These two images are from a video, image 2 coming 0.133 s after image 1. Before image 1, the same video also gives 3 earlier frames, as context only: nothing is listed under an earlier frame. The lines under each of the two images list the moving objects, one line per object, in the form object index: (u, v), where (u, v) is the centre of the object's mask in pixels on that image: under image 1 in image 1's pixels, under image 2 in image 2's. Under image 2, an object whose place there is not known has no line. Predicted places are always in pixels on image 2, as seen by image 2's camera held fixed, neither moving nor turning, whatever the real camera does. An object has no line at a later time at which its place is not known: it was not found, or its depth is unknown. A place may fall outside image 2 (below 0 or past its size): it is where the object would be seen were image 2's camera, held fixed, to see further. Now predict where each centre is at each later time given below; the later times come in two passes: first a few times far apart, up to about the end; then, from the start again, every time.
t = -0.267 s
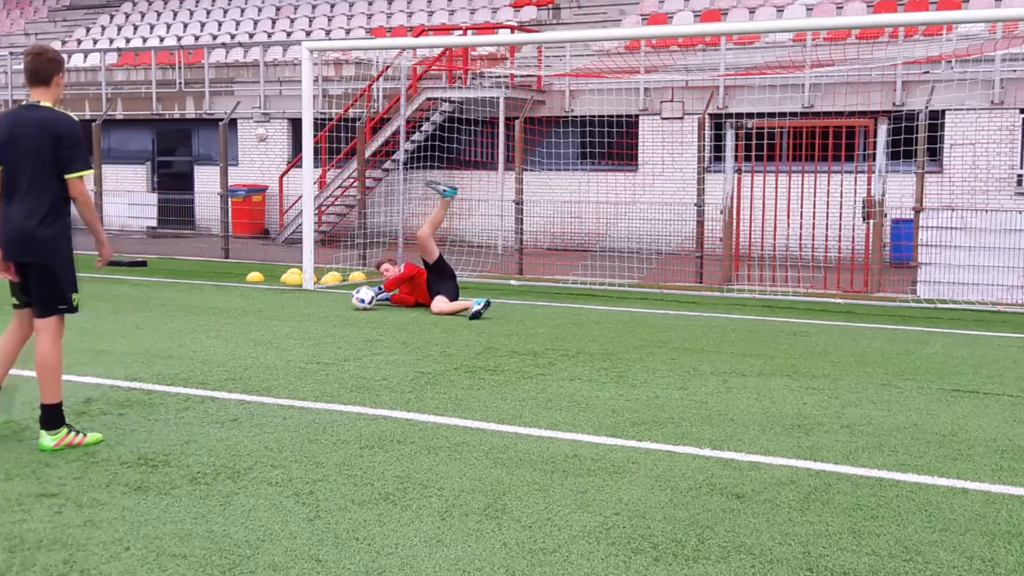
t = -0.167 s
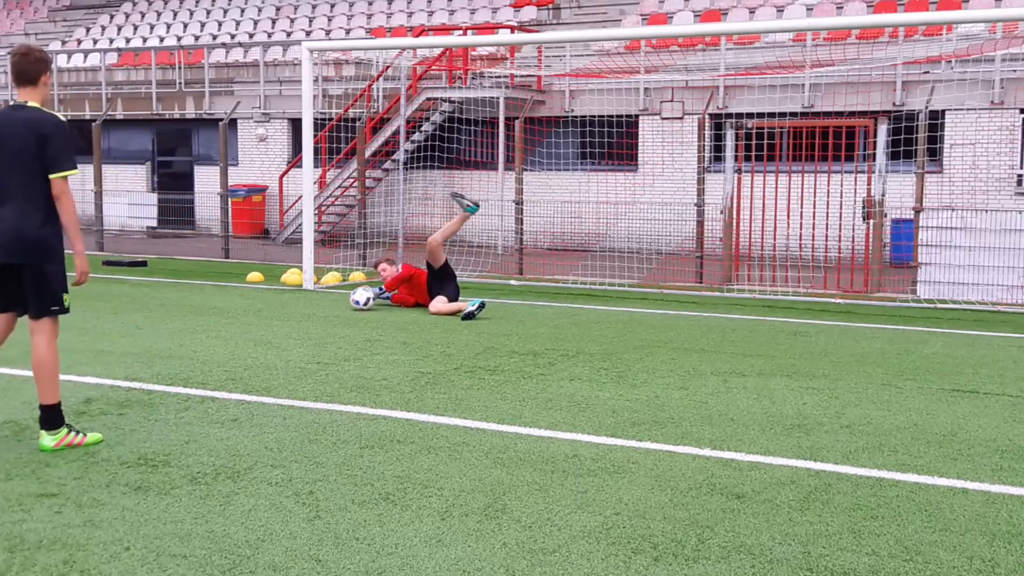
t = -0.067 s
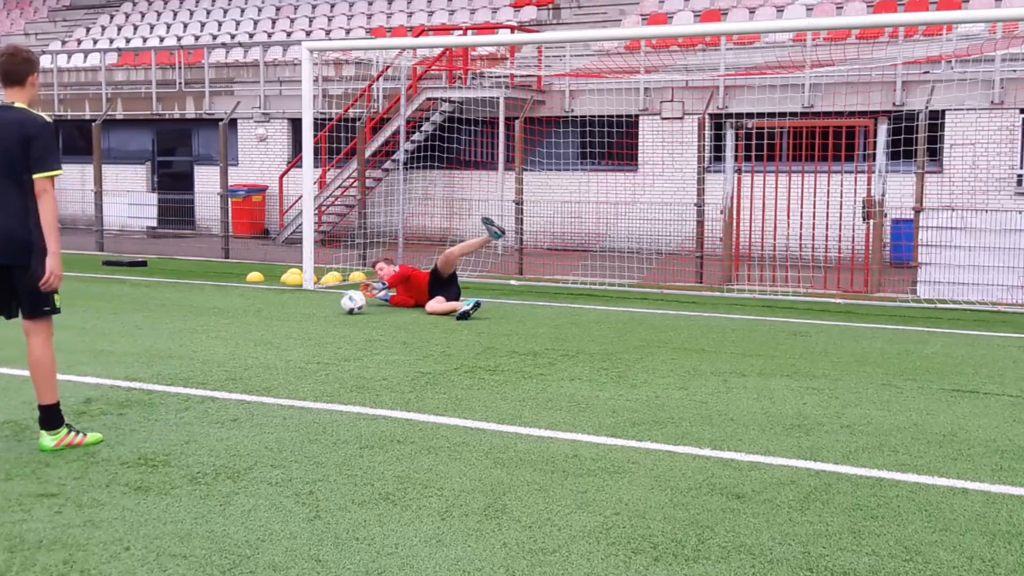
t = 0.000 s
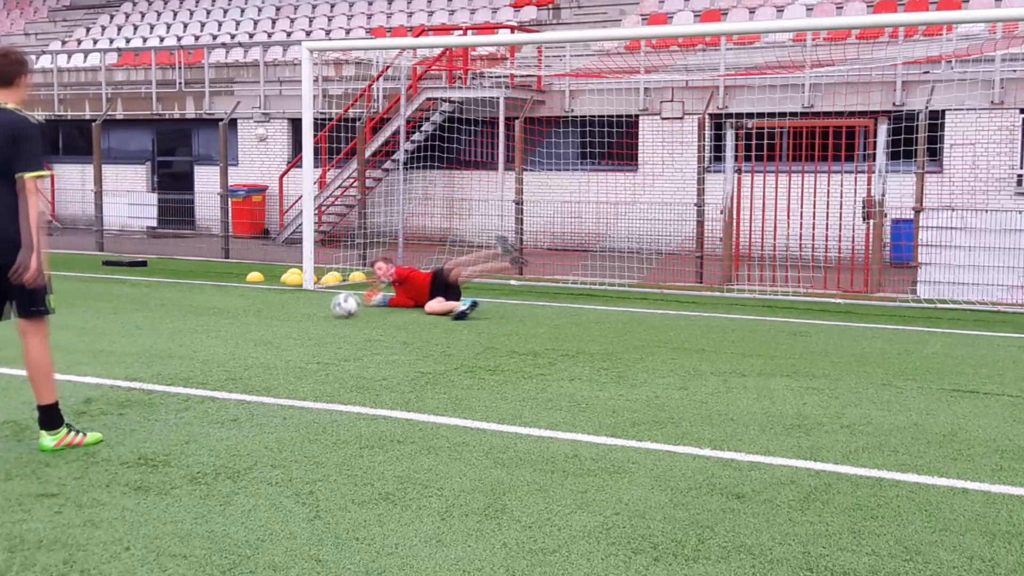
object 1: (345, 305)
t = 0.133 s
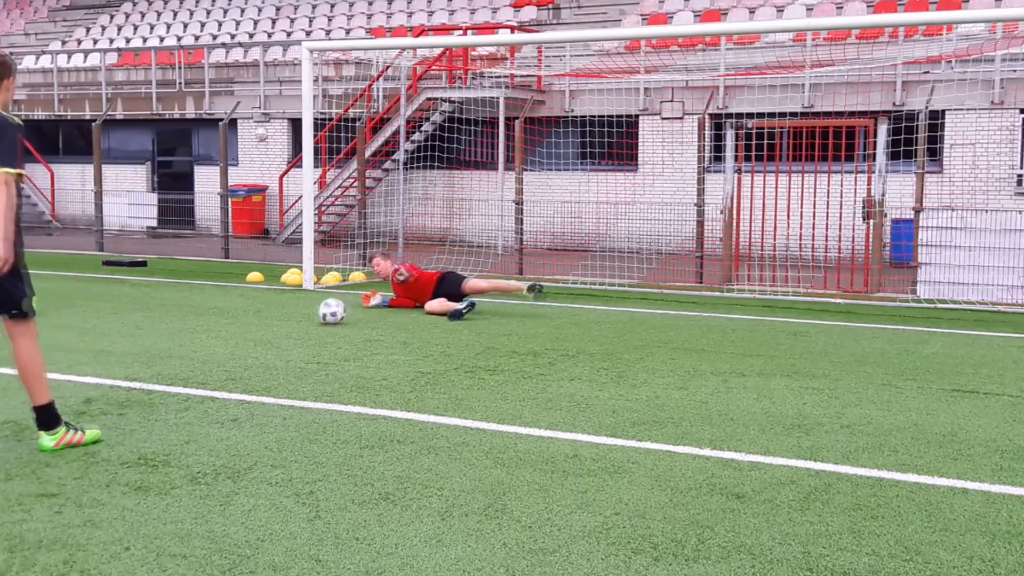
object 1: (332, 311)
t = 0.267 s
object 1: (319, 317)
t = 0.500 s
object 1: (298, 327)
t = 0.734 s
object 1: (278, 337)
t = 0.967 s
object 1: (256, 350)
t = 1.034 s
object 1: (251, 352)
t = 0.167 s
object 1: (328, 313)
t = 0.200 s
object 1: (324, 315)
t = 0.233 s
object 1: (322, 316)
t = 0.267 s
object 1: (319, 317)
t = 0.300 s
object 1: (315, 318)
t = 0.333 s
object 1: (312, 320)
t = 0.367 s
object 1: (310, 322)
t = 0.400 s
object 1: (306, 324)
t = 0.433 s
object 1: (304, 324)
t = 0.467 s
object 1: (301, 325)
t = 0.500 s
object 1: (298, 327)
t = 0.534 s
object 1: (296, 328)
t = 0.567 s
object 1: (293, 330)
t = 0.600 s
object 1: (290, 331)
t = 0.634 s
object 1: (286, 332)
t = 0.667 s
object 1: (285, 332)
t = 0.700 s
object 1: (282, 334)
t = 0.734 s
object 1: (278, 337)
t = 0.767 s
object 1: (276, 338)
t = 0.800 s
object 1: (273, 341)
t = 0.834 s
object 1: (270, 341)
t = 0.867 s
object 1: (267, 342)
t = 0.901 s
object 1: (264, 344)
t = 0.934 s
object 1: (261, 346)
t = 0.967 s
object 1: (256, 350)
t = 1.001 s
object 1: (254, 351)
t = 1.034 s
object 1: (251, 352)
